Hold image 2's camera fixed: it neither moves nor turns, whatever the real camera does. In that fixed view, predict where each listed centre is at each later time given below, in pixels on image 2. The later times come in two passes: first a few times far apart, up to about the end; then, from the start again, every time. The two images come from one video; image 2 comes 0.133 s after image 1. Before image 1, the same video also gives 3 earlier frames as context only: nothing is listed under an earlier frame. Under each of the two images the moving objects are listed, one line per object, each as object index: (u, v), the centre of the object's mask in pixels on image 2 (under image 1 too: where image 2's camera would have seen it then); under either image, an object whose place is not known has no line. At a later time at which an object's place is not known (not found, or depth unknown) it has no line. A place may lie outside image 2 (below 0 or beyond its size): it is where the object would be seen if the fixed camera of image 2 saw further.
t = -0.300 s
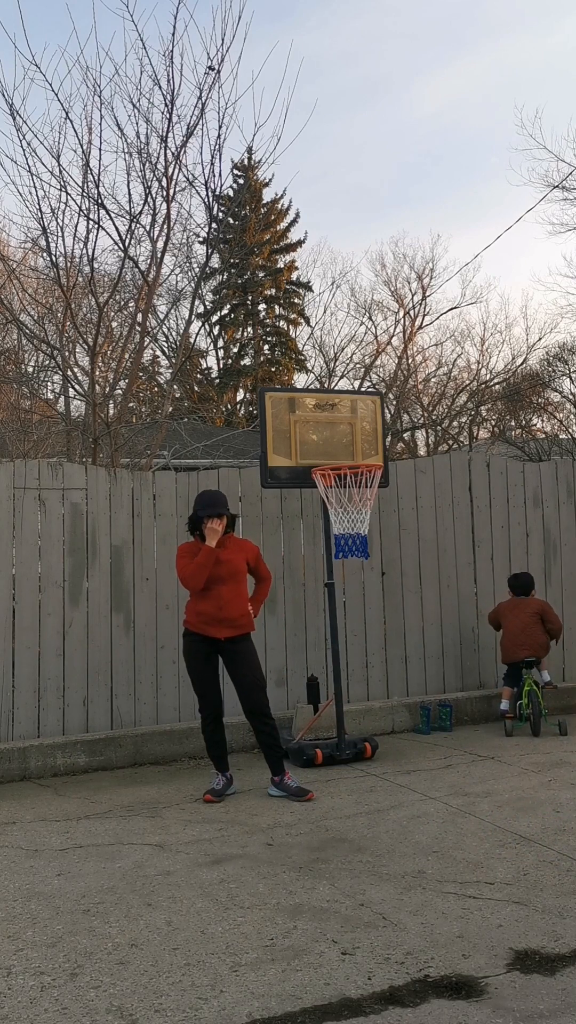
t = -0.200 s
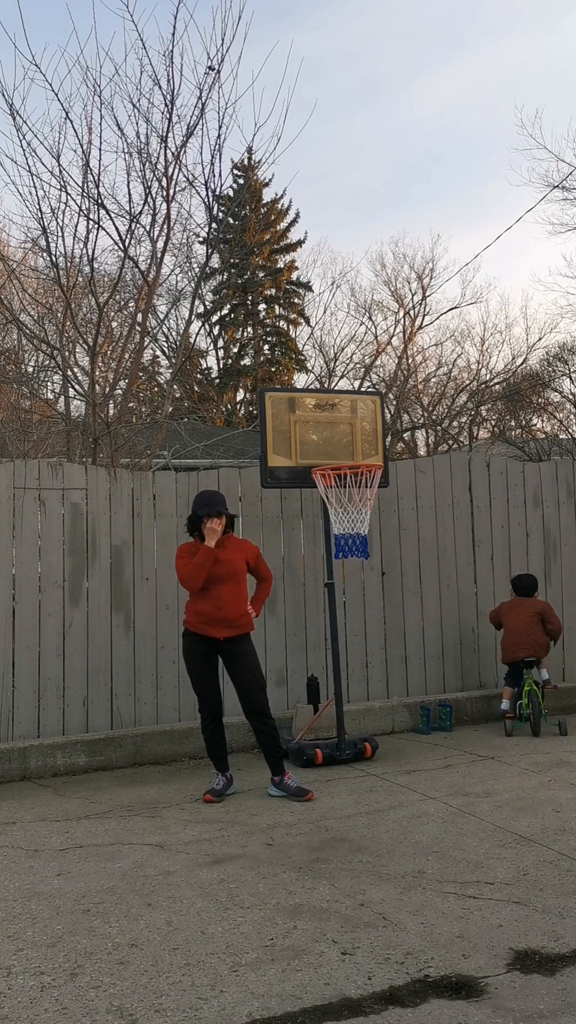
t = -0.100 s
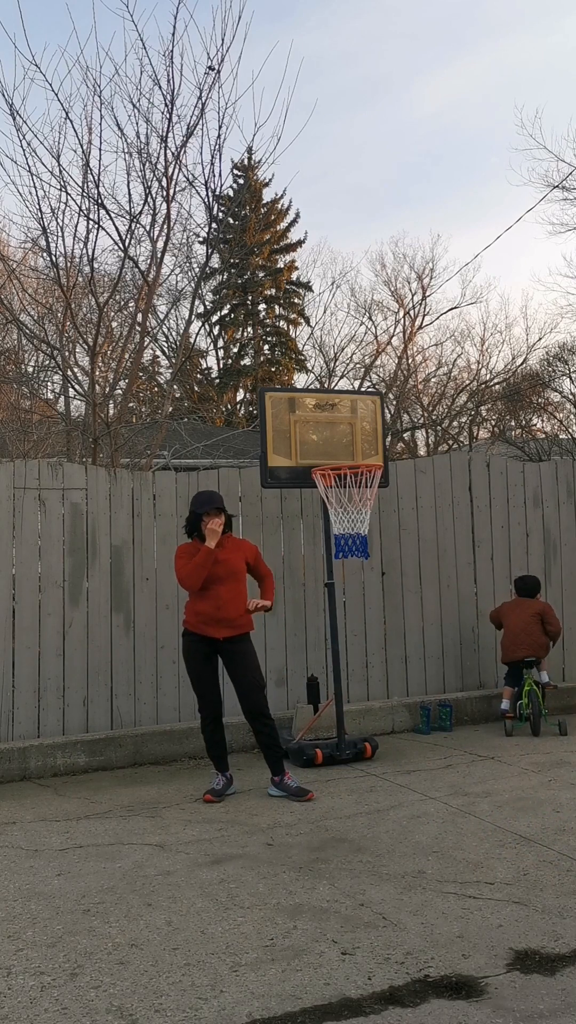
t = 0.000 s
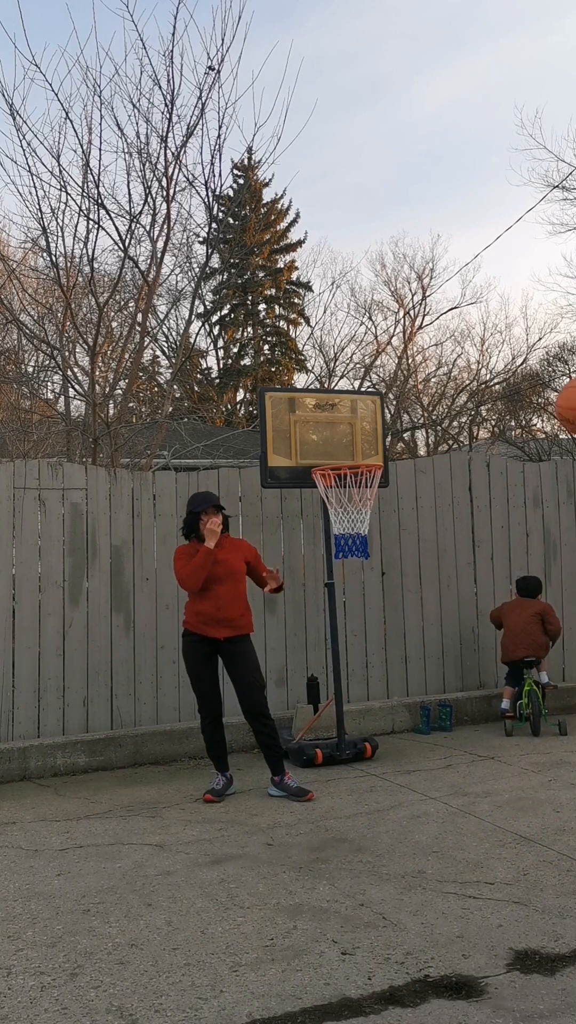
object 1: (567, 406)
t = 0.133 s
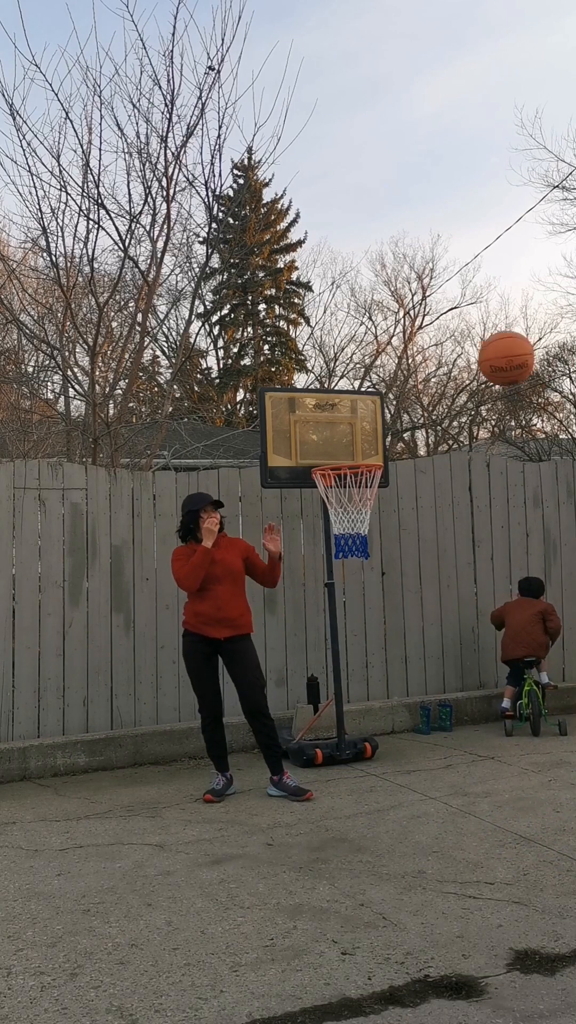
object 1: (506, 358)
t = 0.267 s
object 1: (444, 356)
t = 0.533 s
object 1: (353, 443)
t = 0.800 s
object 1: (326, 444)
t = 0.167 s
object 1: (489, 354)
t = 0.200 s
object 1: (473, 352)
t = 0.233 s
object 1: (458, 353)
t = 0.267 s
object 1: (444, 356)
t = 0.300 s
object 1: (430, 361)
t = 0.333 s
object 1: (417, 368)
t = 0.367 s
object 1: (406, 376)
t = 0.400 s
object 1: (394, 387)
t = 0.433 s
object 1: (383, 399)
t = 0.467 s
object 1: (372, 413)
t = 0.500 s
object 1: (362, 428)
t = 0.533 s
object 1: (353, 443)
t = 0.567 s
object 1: (344, 453)
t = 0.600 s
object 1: (341, 453)
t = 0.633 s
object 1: (336, 447)
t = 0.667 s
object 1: (332, 445)
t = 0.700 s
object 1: (330, 445)
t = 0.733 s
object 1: (329, 443)
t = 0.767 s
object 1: (328, 443)
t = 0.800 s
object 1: (326, 444)
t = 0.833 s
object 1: (325, 444)
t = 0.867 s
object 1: (323, 444)
